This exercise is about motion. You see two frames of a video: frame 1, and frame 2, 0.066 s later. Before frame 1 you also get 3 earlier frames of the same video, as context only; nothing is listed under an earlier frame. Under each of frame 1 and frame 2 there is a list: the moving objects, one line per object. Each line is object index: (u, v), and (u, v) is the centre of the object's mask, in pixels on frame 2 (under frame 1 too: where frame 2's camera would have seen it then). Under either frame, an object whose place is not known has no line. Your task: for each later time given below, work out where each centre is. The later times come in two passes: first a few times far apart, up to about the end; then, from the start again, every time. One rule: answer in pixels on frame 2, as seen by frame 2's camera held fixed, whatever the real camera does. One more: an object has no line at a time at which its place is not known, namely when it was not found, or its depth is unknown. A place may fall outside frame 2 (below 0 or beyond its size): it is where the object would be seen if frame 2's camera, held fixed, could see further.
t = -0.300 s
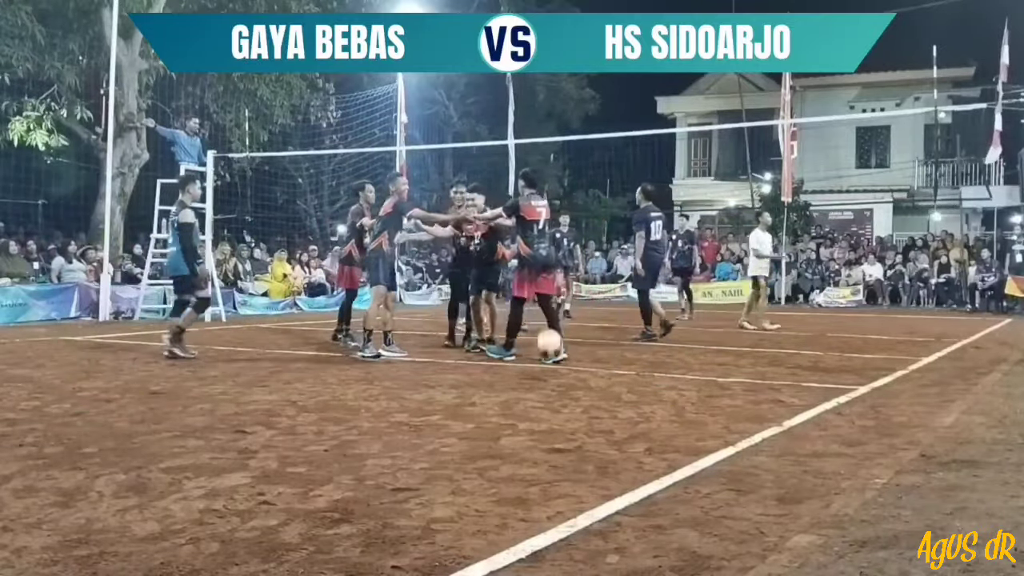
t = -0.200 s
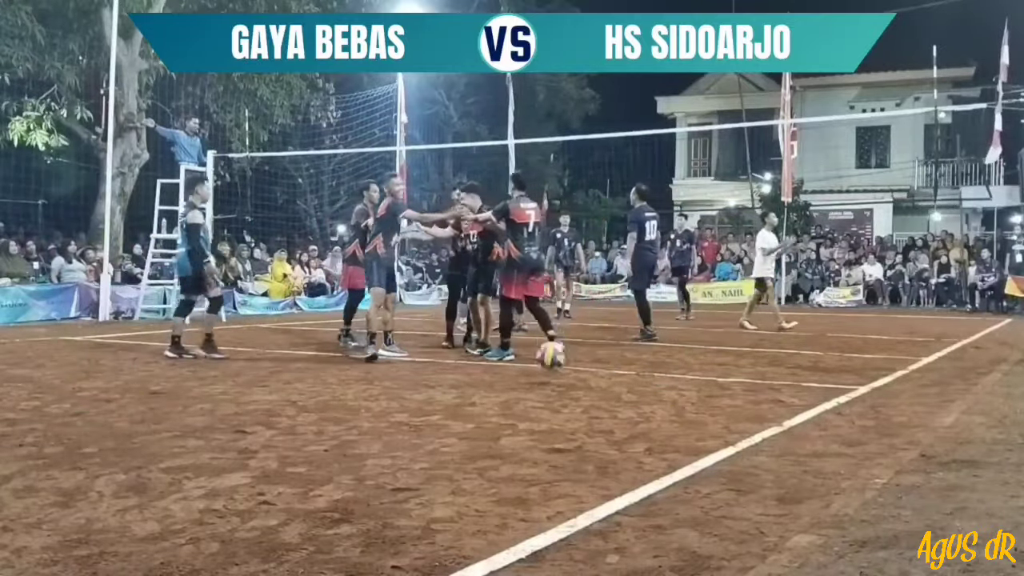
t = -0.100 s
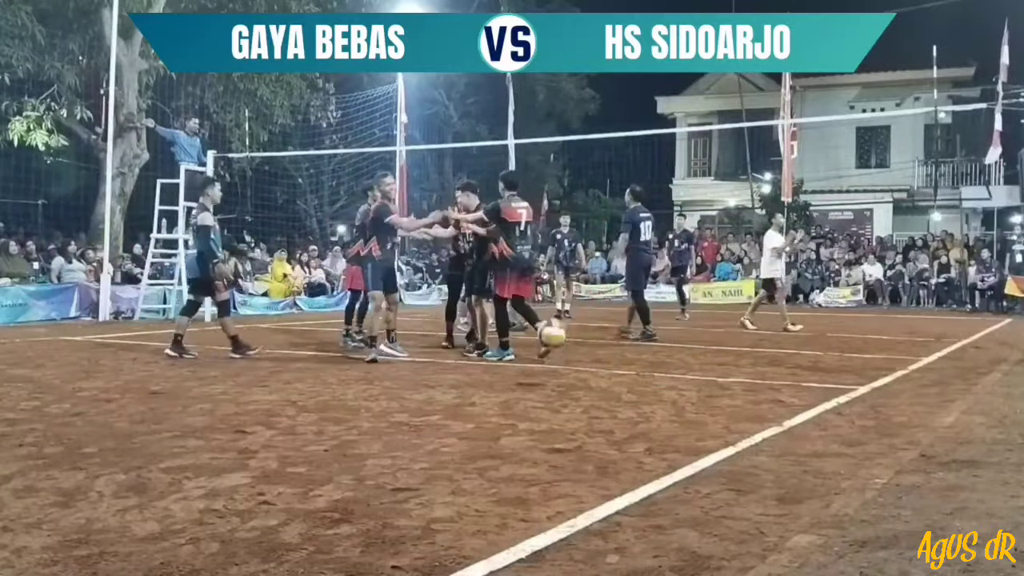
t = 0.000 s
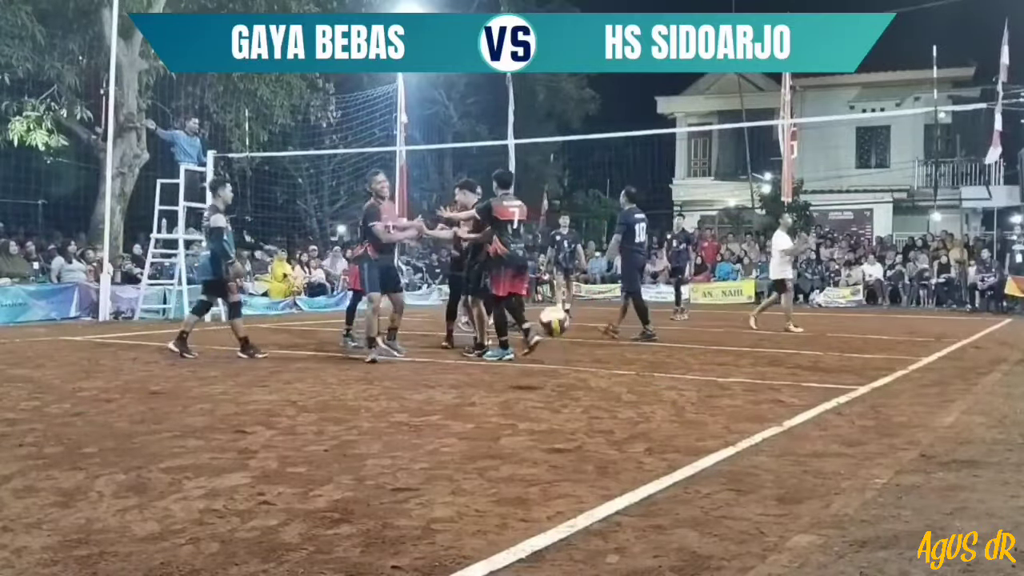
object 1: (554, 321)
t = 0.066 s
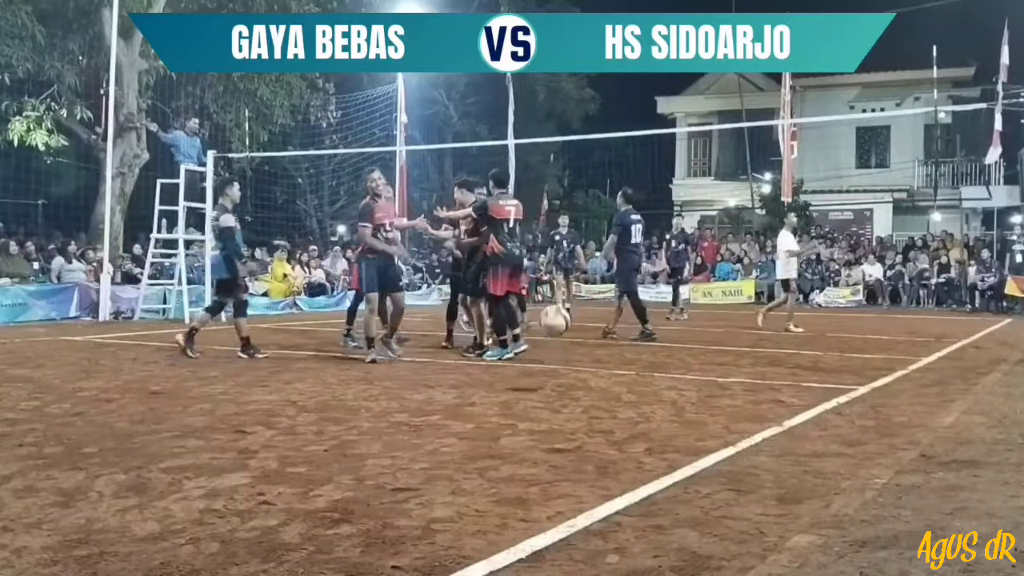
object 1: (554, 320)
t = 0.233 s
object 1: (557, 346)
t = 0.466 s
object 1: (565, 360)
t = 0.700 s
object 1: (575, 361)
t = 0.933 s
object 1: (588, 397)
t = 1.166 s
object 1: (603, 410)
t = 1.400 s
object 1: (623, 417)
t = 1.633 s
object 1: (648, 462)
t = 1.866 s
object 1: (688, 503)
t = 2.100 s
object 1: (729, 531)
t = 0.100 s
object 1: (555, 321)
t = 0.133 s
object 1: (557, 325)
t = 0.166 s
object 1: (557, 331)
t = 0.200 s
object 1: (557, 339)
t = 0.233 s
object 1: (557, 346)
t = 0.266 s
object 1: (558, 356)
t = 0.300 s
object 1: (559, 370)
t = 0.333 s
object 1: (559, 388)
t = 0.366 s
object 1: (561, 388)
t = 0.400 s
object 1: (562, 376)
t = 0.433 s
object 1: (564, 366)
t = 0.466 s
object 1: (565, 360)
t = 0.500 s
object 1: (566, 355)
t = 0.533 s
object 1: (567, 352)
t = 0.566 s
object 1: (569, 349)
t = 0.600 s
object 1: (570, 349)
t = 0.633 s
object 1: (572, 351)
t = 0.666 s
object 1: (573, 355)
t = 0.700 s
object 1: (575, 361)
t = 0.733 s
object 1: (577, 367)
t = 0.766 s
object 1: (579, 377)
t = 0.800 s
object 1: (580, 390)
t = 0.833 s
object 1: (582, 404)
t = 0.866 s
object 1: (583, 414)
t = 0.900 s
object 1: (585, 404)
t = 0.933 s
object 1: (588, 397)
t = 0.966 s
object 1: (590, 393)
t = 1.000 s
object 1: (592, 391)
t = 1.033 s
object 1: (594, 390)
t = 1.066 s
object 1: (596, 391)
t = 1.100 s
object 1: (598, 395)
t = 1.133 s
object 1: (600, 401)
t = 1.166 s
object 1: (603, 410)
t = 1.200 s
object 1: (607, 421)
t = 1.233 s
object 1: (609, 438)
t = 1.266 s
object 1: (611, 437)
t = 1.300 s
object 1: (614, 429)
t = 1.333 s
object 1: (617, 424)
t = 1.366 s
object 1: (619, 421)
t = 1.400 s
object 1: (623, 417)
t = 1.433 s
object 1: (625, 420)
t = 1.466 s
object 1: (628, 425)
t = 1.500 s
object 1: (632, 432)
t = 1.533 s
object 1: (635, 440)
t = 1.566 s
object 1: (638, 454)
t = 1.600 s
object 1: (642, 469)
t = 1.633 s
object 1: (648, 462)
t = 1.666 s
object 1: (653, 458)
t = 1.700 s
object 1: (658, 458)
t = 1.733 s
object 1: (663, 459)
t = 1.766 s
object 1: (668, 464)
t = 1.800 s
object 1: (674, 473)
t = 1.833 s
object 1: (681, 486)
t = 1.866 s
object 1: (688, 503)
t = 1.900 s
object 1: (694, 505)
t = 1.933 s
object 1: (700, 504)
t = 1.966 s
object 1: (706, 504)
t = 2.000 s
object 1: (714, 510)
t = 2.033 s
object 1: (720, 521)
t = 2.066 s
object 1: (728, 533)
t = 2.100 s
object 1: (729, 531)
